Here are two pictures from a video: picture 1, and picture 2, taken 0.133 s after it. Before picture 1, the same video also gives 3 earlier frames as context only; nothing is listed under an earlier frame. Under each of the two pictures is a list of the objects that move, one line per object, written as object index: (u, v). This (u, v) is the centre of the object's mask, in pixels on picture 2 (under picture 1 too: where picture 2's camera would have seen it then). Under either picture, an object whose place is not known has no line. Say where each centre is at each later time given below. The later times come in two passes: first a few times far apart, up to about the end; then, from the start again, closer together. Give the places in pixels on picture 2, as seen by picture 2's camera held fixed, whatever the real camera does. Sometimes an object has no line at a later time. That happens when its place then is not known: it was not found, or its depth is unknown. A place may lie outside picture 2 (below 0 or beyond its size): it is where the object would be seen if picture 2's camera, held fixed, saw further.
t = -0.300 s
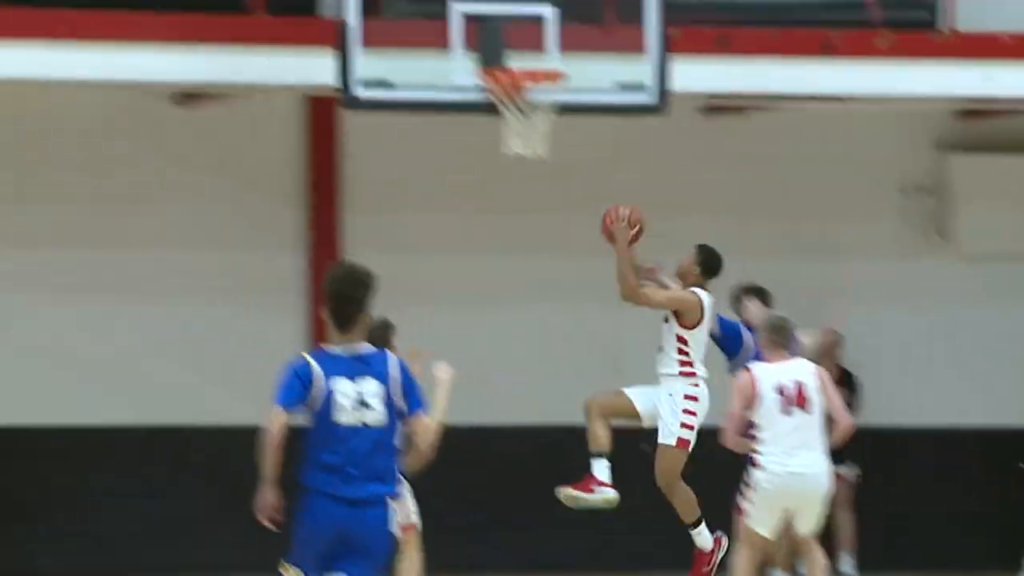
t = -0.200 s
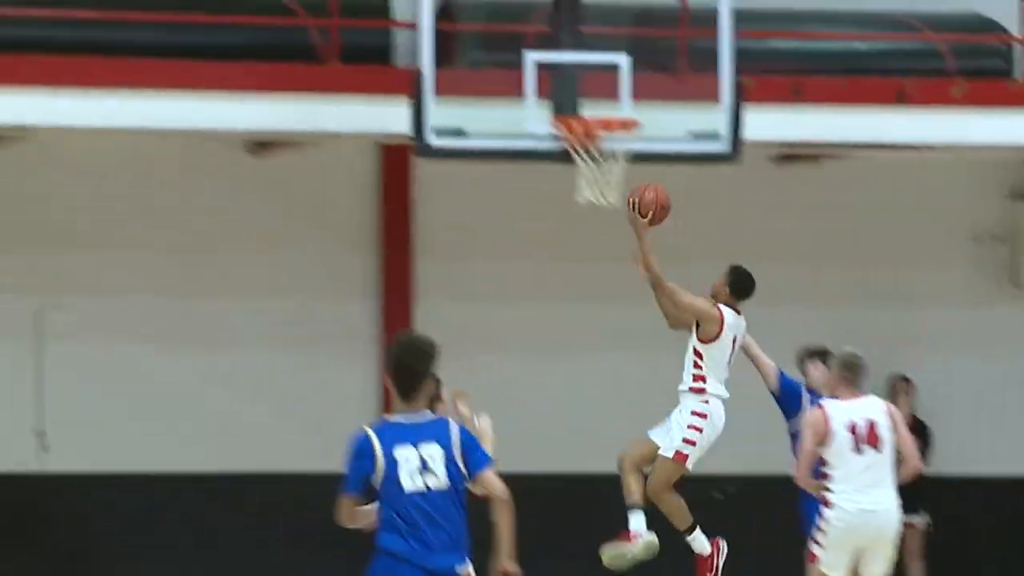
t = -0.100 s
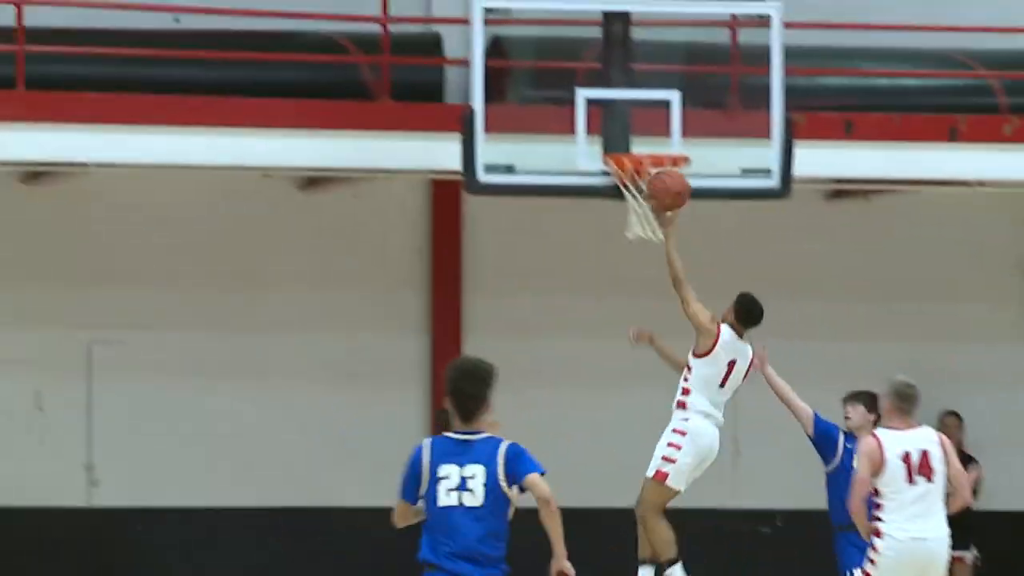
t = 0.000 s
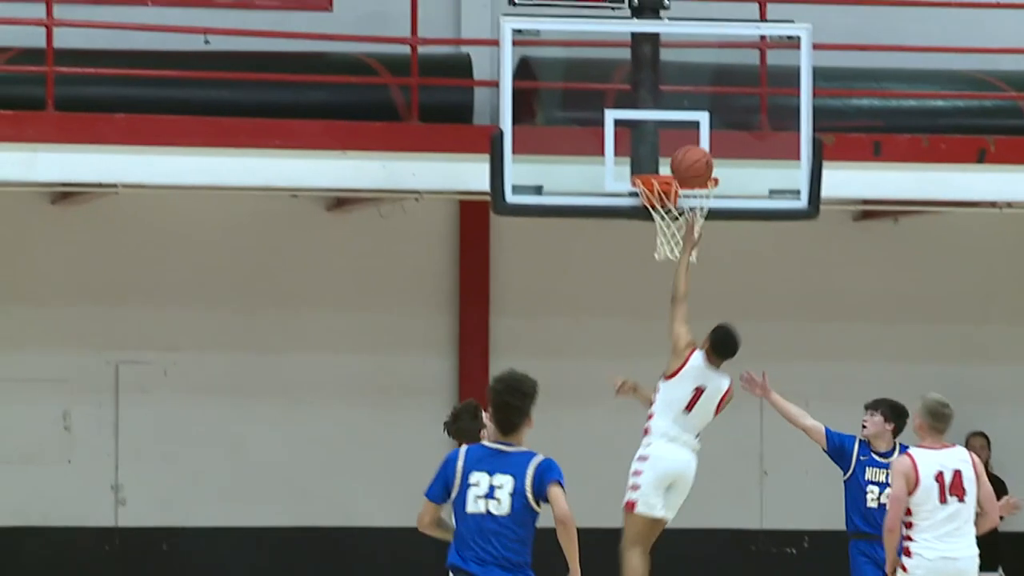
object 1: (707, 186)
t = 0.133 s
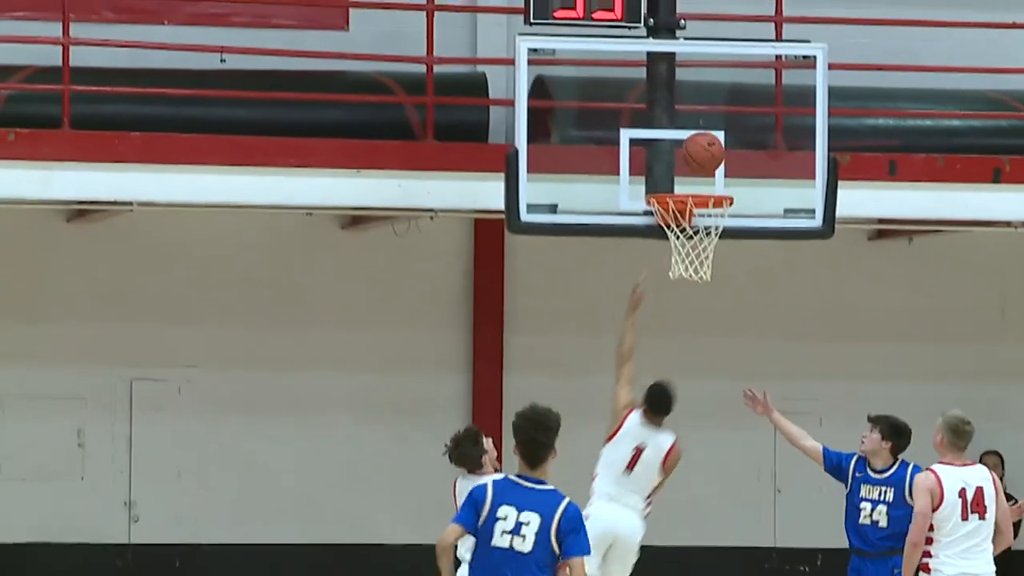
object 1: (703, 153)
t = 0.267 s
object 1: (698, 152)
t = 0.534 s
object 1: (688, 242)
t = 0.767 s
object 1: (684, 403)
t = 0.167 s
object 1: (702, 149)
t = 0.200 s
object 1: (700, 148)
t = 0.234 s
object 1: (699, 149)
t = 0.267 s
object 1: (698, 152)
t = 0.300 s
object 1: (697, 157)
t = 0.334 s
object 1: (696, 163)
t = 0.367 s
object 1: (695, 170)
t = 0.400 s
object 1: (694, 178)
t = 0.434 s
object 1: (695, 190)
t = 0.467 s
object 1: (692, 212)
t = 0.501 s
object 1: (690, 225)
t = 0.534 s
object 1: (688, 242)
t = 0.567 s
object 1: (686, 259)
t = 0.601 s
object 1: (687, 285)
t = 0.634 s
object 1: (686, 301)
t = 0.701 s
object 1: (685, 349)
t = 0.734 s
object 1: (684, 376)
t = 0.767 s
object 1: (684, 403)
